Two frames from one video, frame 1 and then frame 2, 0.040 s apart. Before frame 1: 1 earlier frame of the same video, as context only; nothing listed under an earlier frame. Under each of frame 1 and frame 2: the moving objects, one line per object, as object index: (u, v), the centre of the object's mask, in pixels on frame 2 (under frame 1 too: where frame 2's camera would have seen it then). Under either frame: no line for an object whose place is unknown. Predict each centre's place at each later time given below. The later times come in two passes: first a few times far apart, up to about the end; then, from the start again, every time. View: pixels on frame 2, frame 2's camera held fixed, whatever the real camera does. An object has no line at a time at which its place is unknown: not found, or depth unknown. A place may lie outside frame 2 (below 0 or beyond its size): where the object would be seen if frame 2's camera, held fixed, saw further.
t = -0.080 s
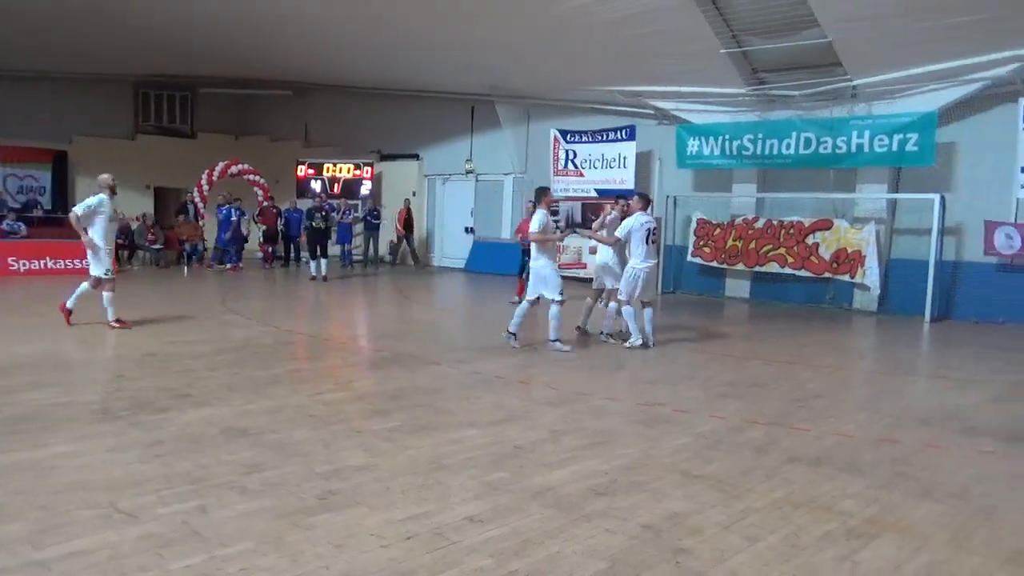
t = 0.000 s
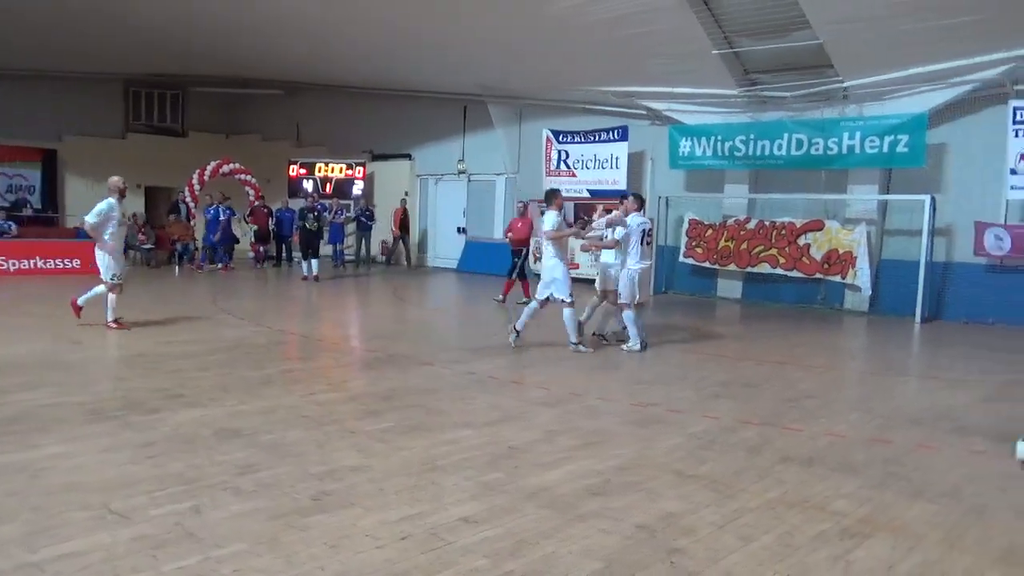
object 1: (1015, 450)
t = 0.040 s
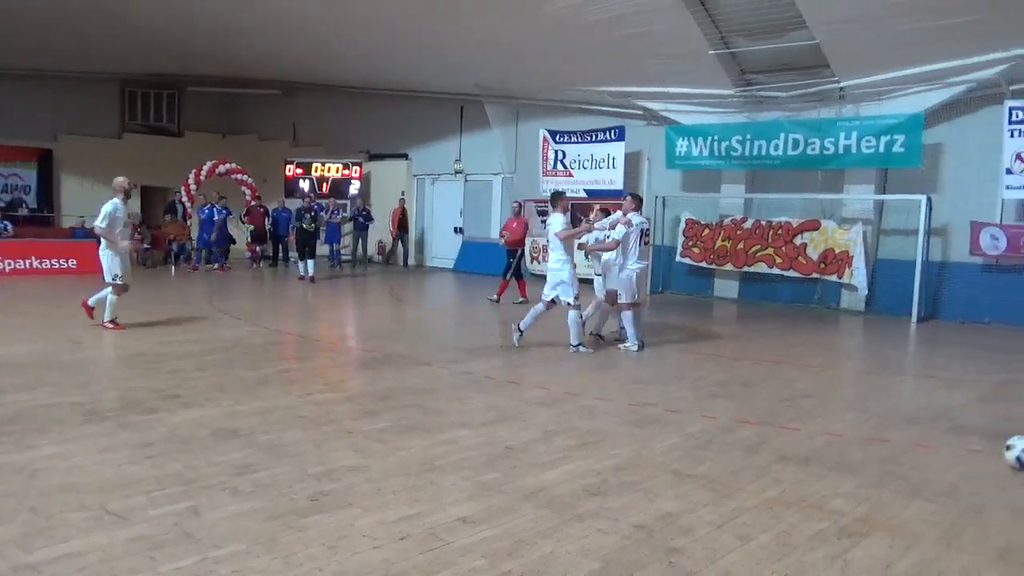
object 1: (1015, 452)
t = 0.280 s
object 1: (983, 459)
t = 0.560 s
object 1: (931, 469)
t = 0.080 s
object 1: (1014, 453)
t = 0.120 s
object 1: (1010, 455)
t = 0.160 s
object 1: (1003, 456)
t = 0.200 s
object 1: (996, 457)
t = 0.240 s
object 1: (989, 458)
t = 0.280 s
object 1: (983, 459)
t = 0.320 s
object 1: (976, 461)
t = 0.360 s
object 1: (968, 462)
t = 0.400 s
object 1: (961, 464)
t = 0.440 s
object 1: (954, 464)
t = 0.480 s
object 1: (946, 467)
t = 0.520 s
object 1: (939, 467)
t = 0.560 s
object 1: (931, 469)
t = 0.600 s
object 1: (923, 470)
